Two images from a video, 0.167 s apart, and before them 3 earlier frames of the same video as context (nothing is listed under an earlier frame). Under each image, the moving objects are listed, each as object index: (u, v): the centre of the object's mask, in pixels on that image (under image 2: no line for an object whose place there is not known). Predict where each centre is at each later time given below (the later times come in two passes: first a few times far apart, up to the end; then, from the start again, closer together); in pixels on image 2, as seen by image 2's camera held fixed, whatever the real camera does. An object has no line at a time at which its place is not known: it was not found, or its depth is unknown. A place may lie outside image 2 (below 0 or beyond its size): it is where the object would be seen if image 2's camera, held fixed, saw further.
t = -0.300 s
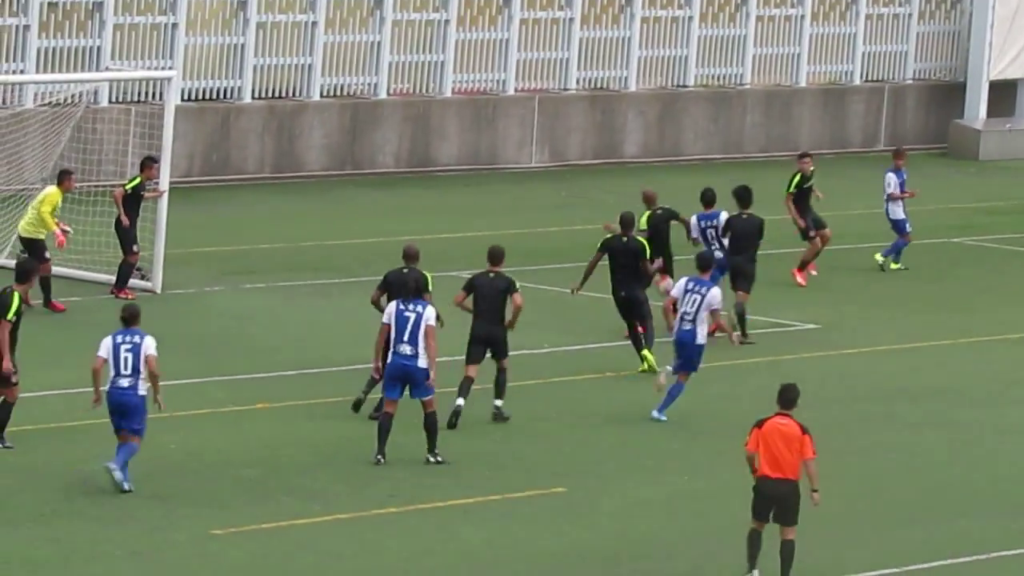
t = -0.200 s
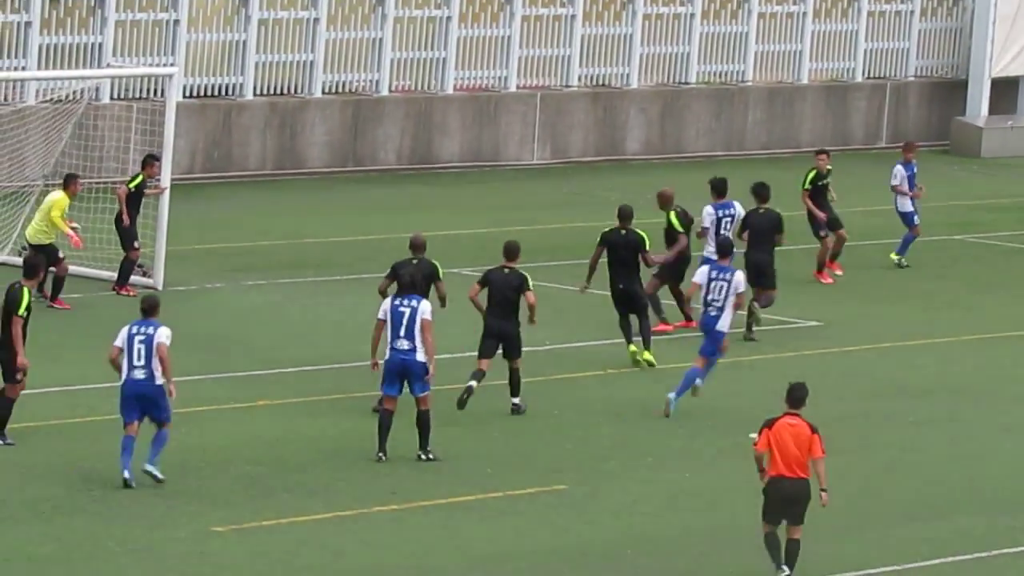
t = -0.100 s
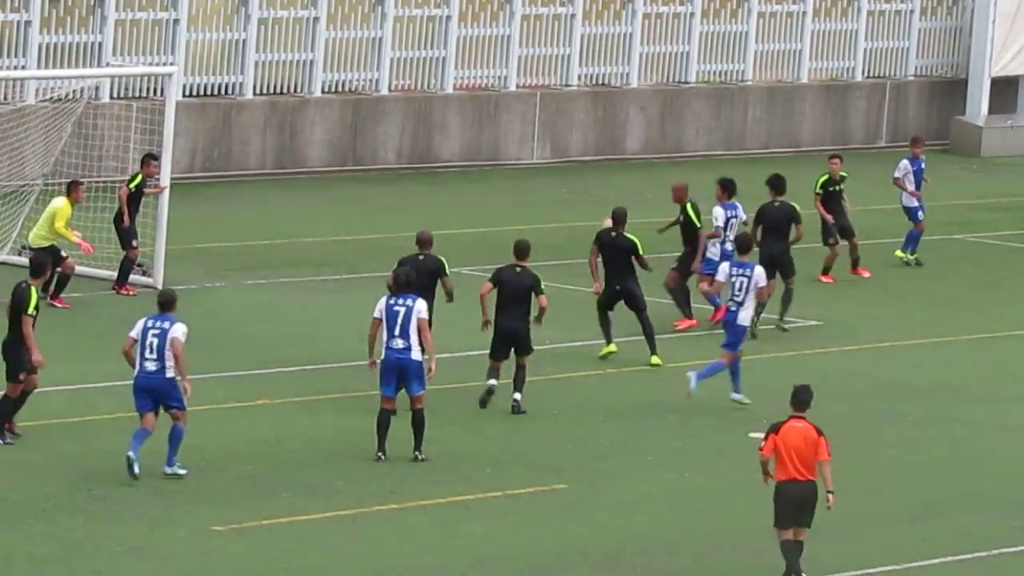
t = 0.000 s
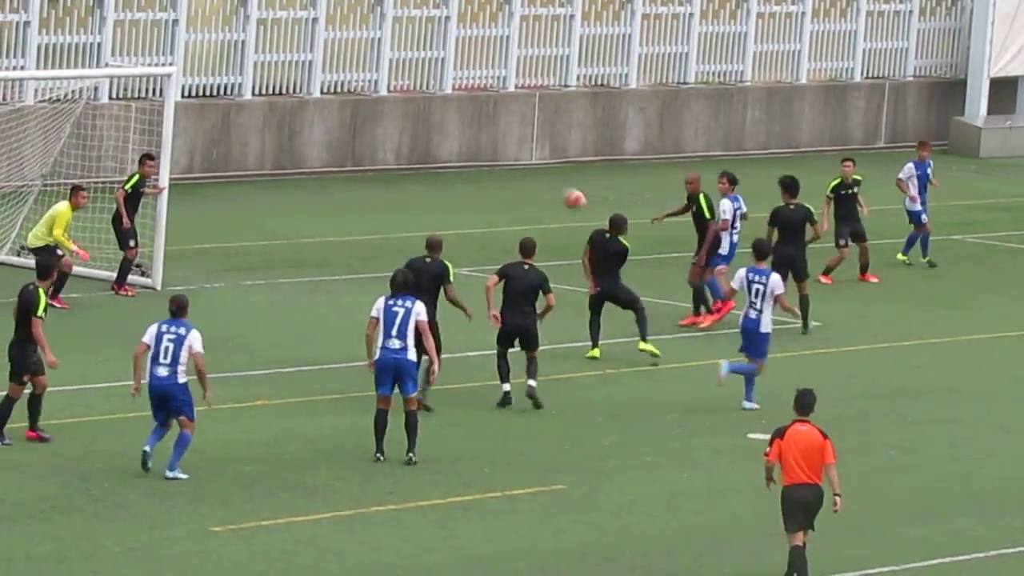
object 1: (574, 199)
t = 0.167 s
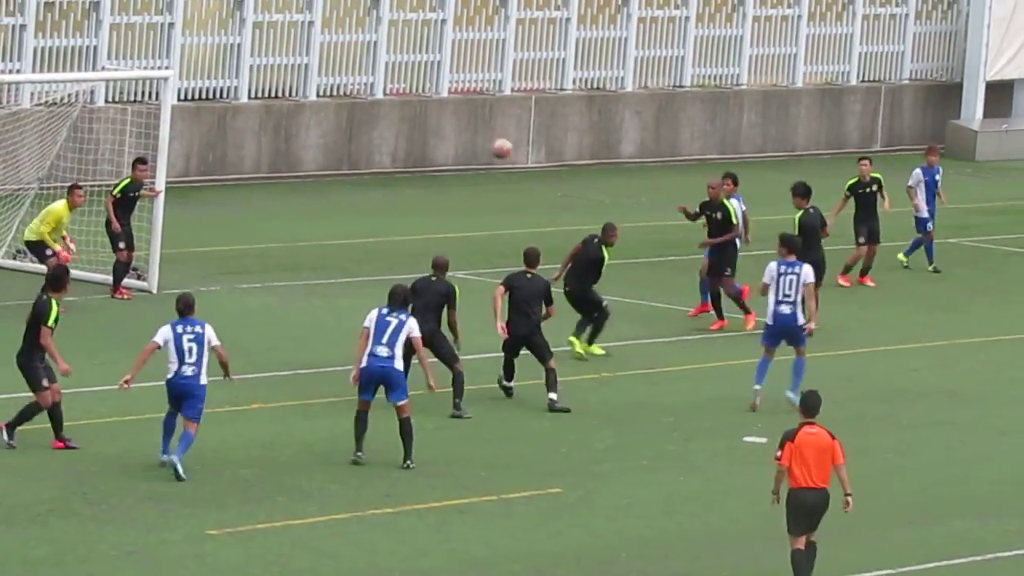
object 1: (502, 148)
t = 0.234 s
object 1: (472, 133)
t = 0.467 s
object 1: (367, 117)
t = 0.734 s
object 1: (237, 163)
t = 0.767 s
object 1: (220, 174)
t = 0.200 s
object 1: (488, 140)
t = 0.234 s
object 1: (472, 133)
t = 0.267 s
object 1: (458, 128)
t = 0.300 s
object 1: (444, 123)
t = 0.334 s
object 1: (429, 120)
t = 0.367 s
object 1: (413, 117)
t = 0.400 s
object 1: (399, 116)
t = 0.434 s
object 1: (383, 116)
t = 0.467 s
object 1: (367, 117)
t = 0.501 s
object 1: (352, 118)
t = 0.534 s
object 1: (336, 121)
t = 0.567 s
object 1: (320, 126)
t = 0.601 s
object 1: (303, 131)
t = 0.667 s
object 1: (272, 144)
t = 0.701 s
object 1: (254, 153)
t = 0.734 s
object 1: (237, 163)
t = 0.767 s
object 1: (220, 174)
